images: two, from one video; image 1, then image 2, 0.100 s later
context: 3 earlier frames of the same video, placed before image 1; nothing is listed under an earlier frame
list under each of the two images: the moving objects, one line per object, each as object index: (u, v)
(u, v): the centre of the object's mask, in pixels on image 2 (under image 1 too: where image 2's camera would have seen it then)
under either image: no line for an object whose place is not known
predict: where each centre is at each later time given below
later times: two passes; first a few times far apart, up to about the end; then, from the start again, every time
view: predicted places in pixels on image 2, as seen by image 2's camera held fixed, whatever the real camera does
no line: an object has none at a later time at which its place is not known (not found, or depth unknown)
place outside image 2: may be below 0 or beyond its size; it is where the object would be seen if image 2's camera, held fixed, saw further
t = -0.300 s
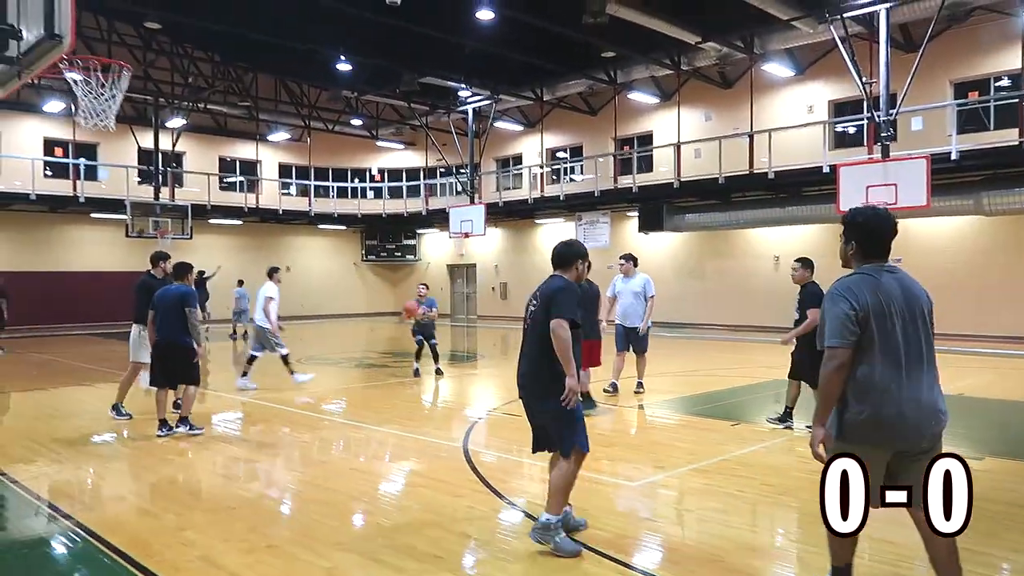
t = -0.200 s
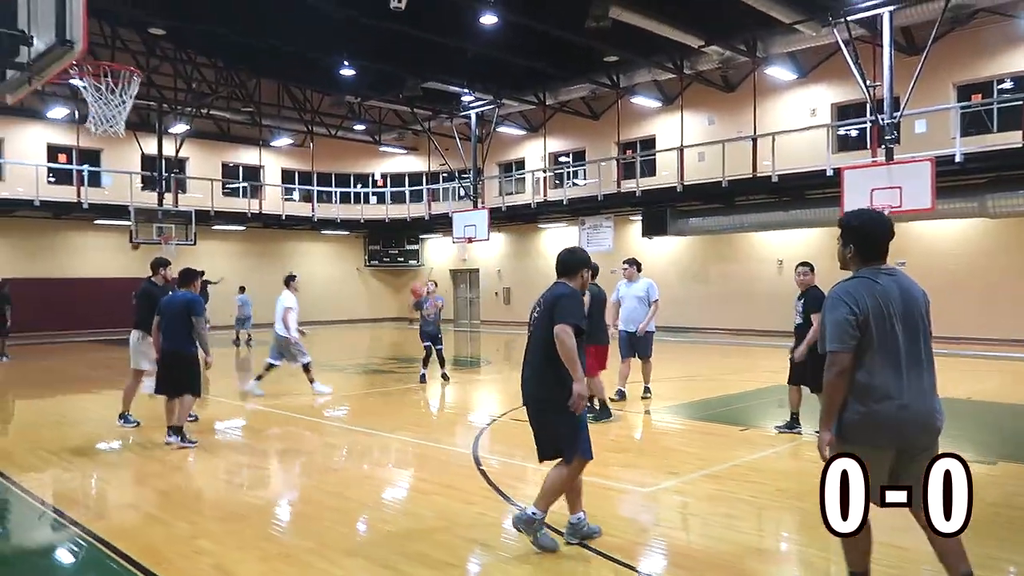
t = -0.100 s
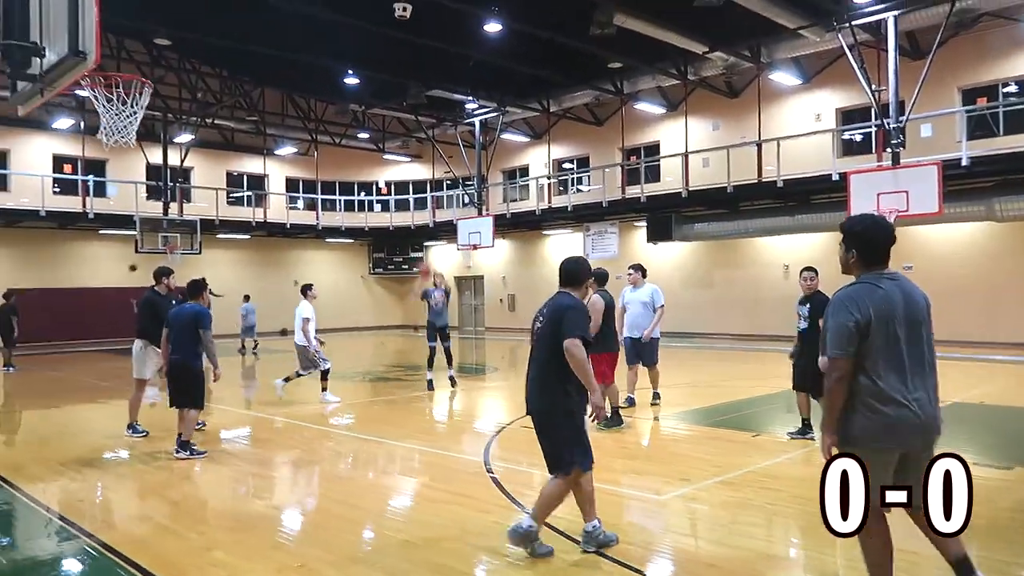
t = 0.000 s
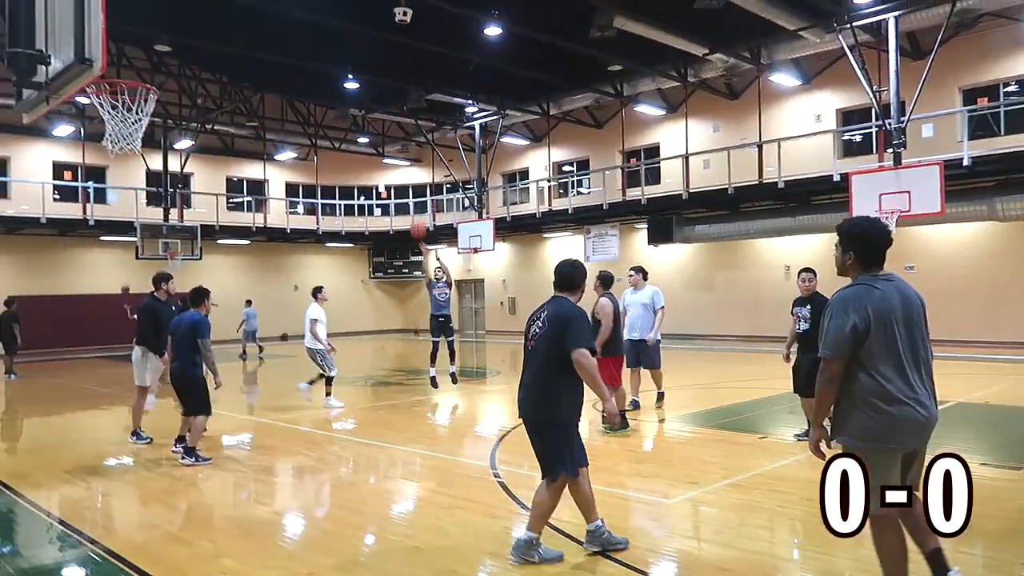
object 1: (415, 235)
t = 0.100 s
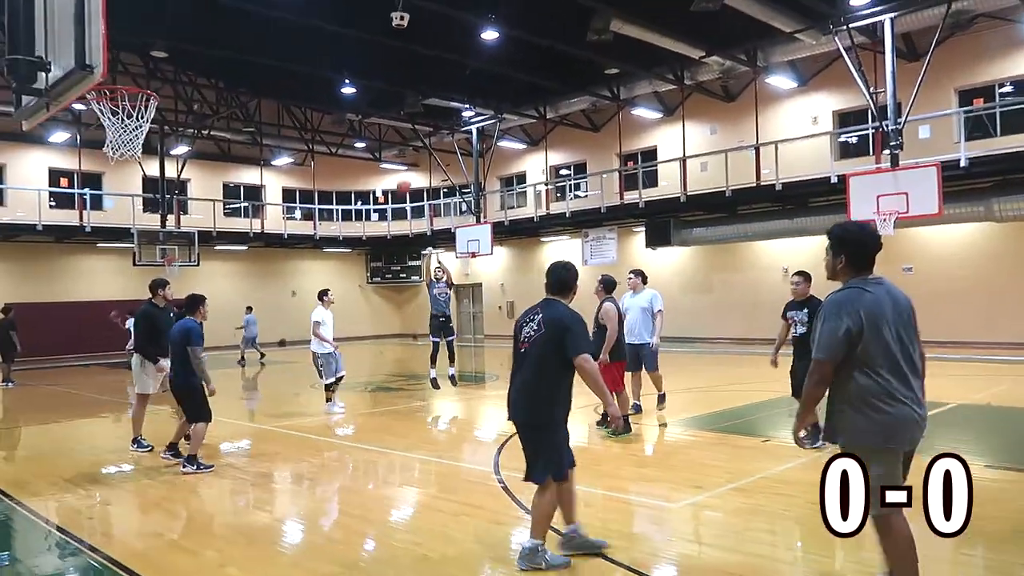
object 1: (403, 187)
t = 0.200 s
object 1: (391, 140)
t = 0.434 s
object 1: (353, 52)
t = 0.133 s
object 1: (401, 170)
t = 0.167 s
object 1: (395, 154)
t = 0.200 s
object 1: (391, 140)
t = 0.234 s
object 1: (386, 126)
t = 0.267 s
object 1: (381, 113)
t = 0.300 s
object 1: (376, 101)
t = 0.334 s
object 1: (371, 88)
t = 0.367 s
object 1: (366, 75)
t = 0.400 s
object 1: (359, 63)
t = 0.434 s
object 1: (353, 52)
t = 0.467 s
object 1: (348, 42)
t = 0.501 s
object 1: (342, 33)
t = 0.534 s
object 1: (336, 23)
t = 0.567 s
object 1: (329, 14)
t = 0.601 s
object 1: (323, 6)
